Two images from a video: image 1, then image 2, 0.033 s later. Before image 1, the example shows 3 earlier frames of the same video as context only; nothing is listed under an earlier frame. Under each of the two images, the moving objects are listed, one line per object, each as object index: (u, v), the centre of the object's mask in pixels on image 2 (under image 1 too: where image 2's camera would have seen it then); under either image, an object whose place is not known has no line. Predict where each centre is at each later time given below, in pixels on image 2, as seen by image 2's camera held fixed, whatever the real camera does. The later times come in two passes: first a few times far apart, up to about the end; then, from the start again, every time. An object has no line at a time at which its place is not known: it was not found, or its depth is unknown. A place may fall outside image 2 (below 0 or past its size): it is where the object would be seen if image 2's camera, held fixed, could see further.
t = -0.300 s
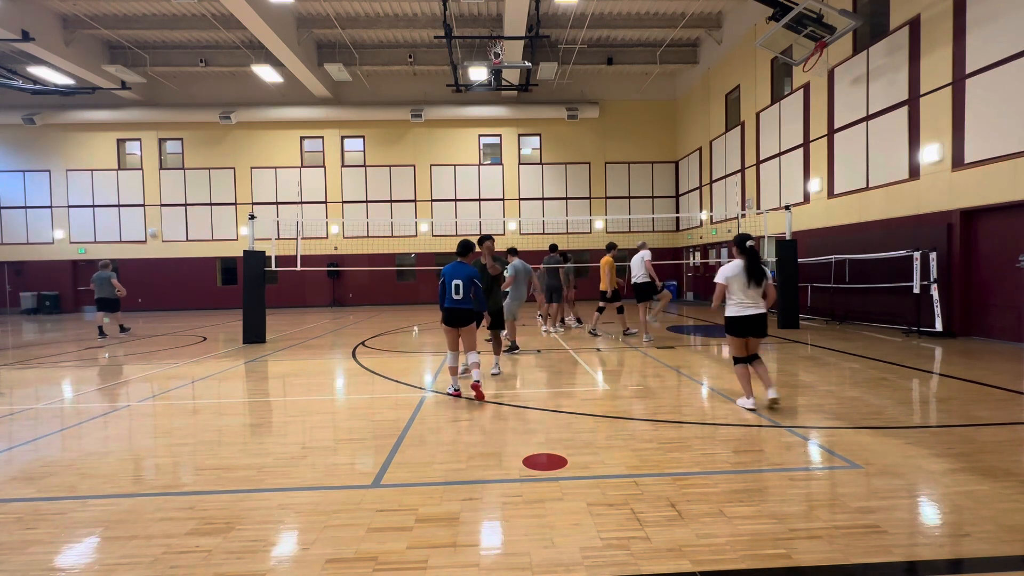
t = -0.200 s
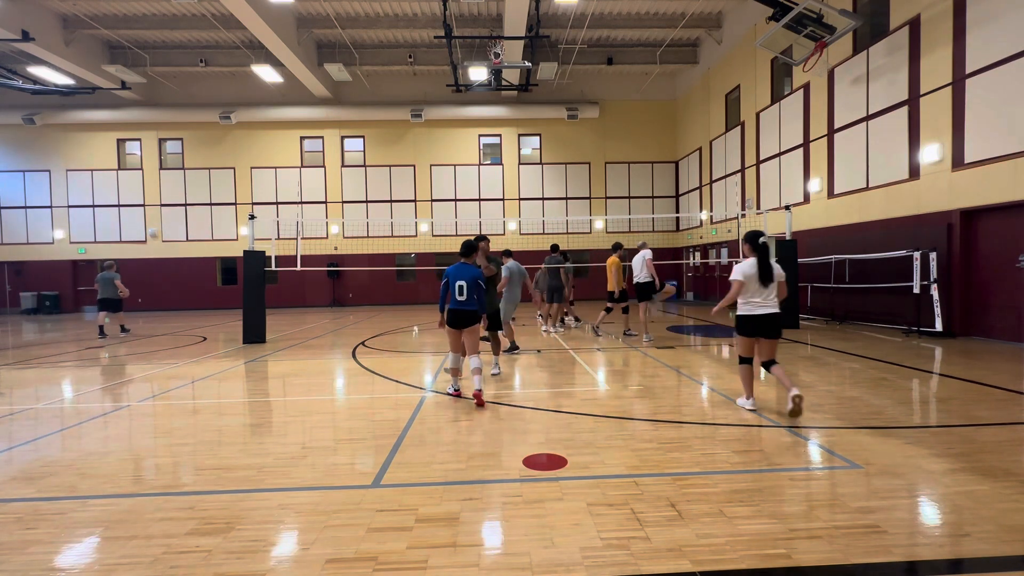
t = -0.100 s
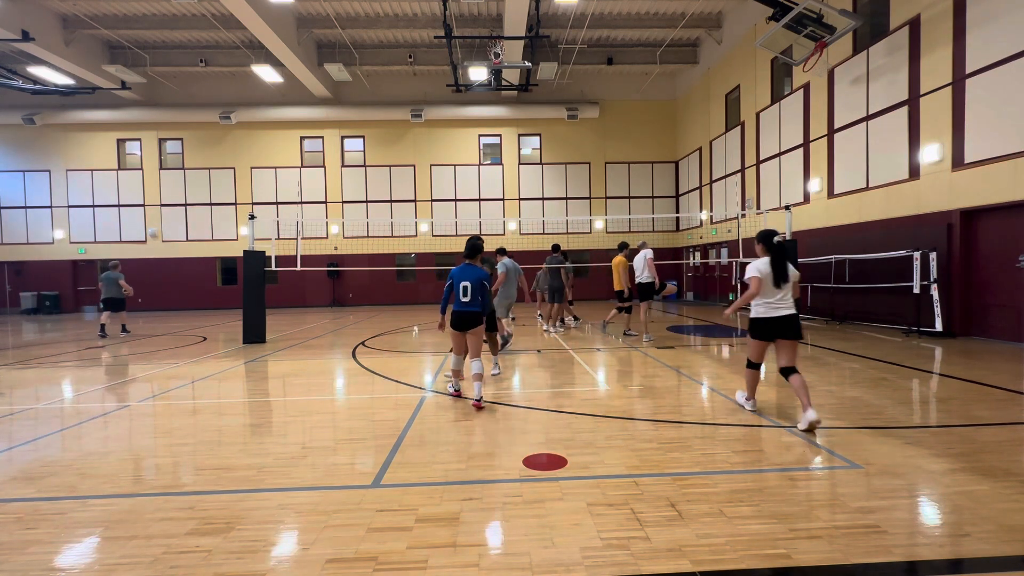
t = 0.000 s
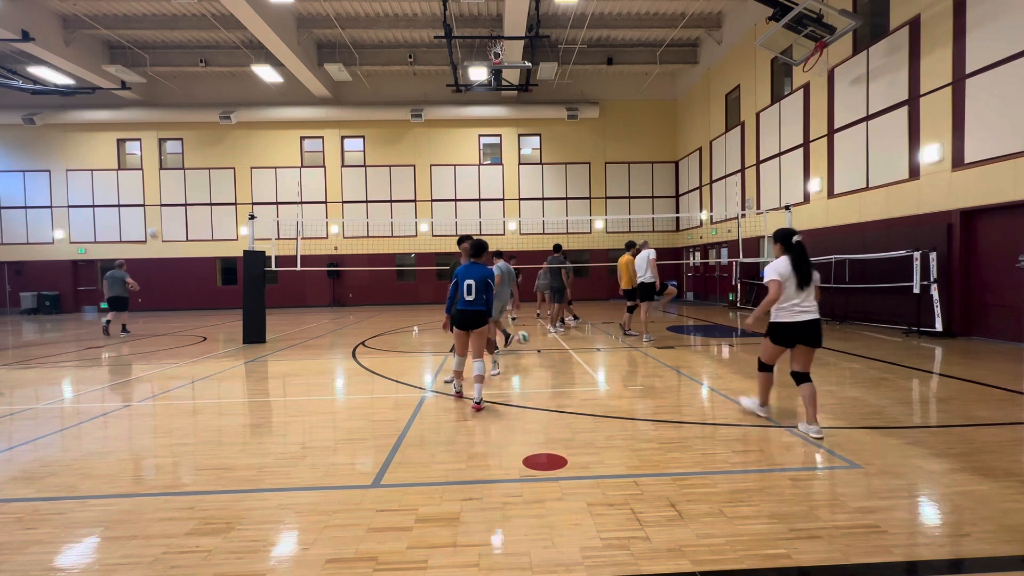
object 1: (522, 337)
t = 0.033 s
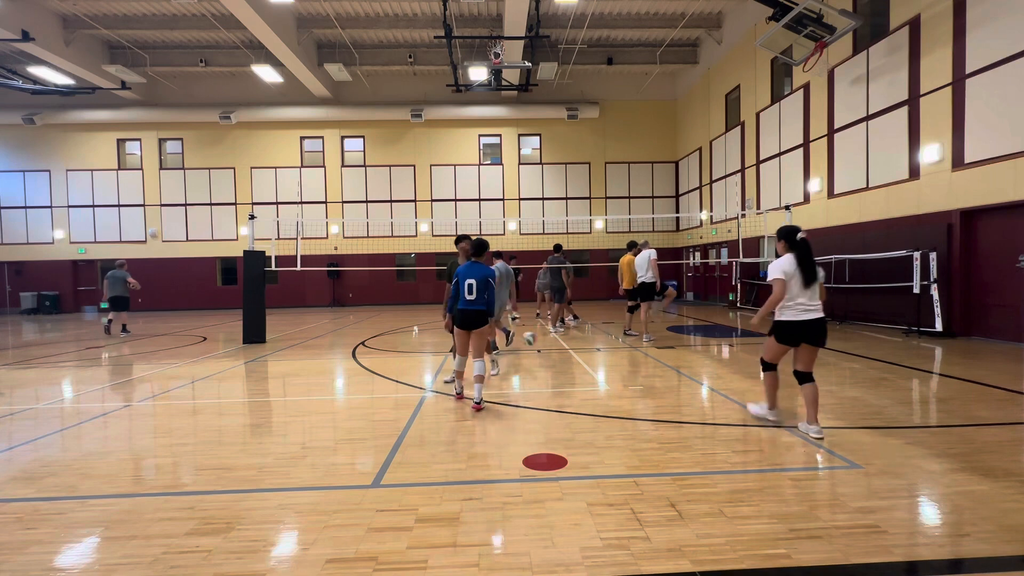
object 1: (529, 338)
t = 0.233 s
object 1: (571, 358)
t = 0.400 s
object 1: (596, 353)
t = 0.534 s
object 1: (618, 367)
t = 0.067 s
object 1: (536, 340)
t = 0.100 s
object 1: (543, 344)
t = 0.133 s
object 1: (550, 347)
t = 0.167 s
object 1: (558, 352)
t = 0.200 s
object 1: (566, 359)
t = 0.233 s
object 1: (571, 358)
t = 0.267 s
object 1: (575, 355)
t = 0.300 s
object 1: (580, 353)
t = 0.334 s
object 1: (585, 353)
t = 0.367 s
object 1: (590, 353)
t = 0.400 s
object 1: (596, 353)
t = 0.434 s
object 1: (601, 356)
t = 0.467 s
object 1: (606, 358)
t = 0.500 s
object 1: (612, 363)
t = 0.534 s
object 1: (618, 367)
